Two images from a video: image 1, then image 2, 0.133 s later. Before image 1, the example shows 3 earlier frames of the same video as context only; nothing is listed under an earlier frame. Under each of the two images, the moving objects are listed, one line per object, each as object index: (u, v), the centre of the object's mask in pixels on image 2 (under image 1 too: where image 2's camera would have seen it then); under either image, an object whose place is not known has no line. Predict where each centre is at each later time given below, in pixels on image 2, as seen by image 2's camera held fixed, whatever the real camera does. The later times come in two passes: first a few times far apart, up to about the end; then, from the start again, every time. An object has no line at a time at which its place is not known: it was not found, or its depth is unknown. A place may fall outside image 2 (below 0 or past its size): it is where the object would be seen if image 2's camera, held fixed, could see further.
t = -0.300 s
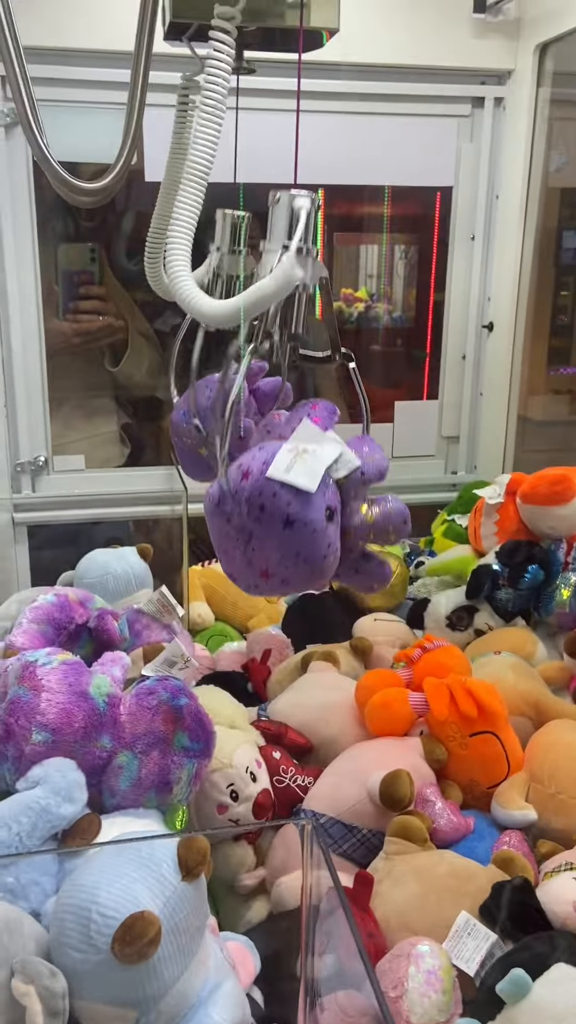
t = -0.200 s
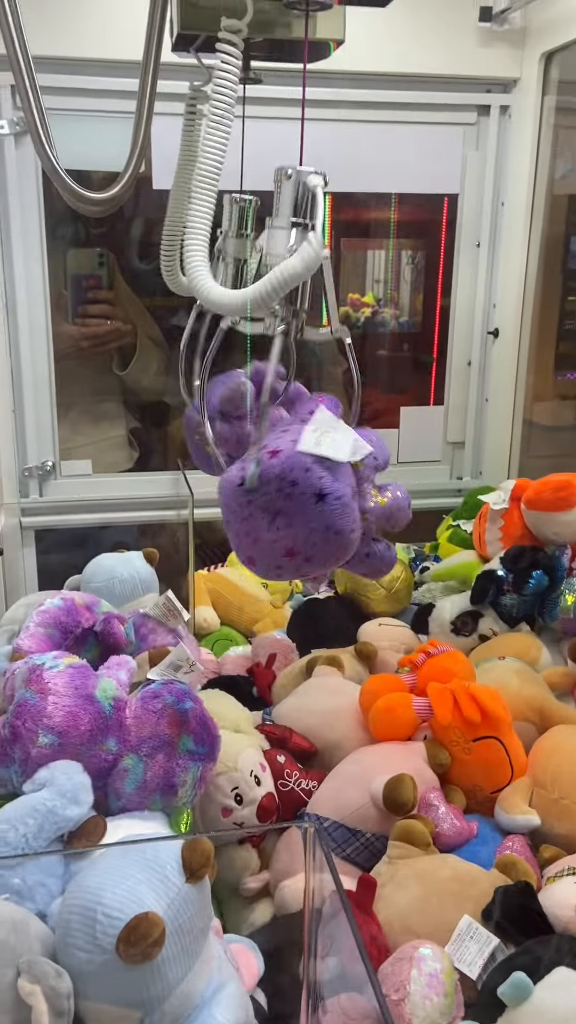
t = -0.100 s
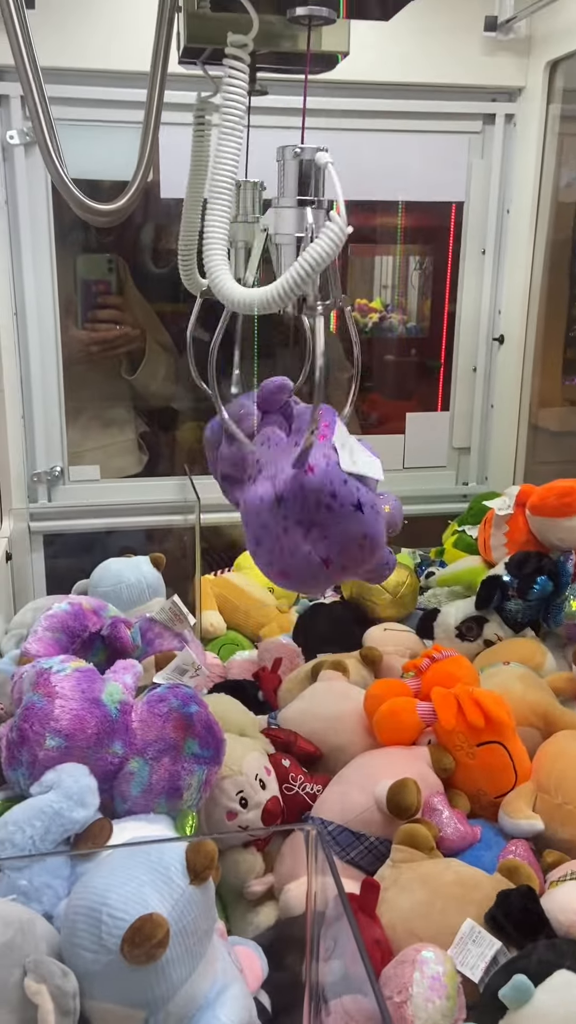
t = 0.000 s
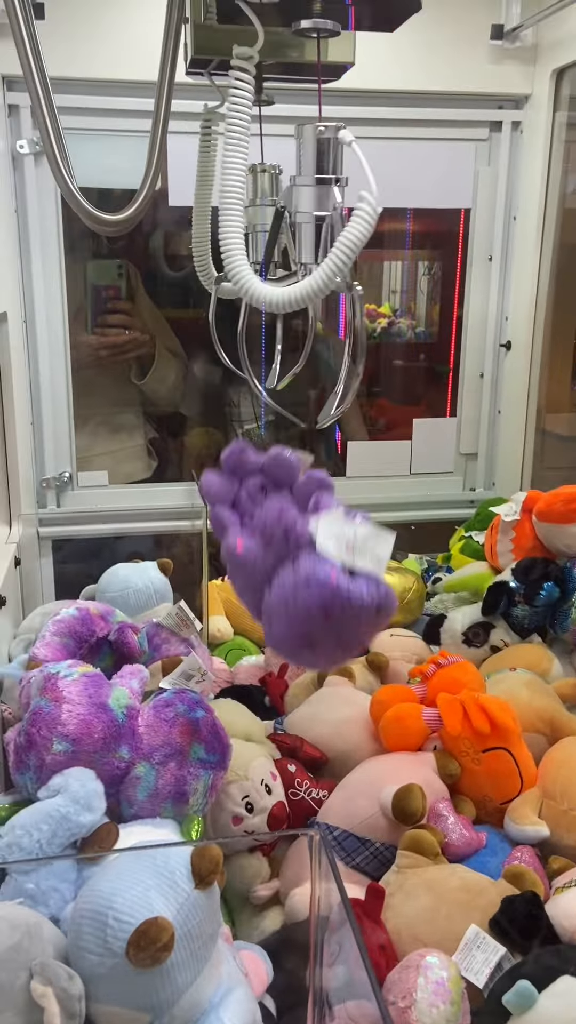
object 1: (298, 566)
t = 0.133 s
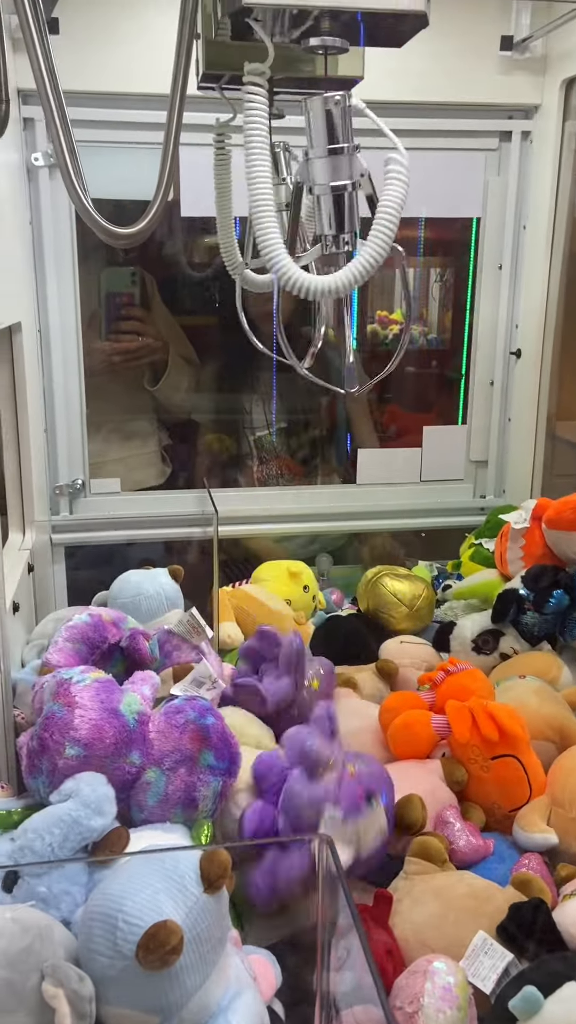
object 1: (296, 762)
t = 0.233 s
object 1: (309, 868)
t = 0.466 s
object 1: (333, 954)
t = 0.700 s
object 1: (324, 975)
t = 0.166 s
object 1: (309, 821)
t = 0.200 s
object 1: (307, 844)
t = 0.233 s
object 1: (309, 868)
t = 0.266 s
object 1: (309, 880)
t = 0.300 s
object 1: (311, 892)
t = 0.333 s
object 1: (312, 906)
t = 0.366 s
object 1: (315, 922)
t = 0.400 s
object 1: (321, 935)
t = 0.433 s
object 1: (329, 946)
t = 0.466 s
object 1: (333, 954)
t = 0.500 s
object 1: (326, 960)
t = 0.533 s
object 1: (320, 966)
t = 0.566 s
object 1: (319, 969)
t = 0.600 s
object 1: (320, 970)
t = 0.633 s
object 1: (321, 971)
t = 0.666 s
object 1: (323, 973)
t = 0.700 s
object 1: (324, 975)
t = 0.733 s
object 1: (323, 977)
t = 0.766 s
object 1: (323, 979)
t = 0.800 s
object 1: (323, 982)
